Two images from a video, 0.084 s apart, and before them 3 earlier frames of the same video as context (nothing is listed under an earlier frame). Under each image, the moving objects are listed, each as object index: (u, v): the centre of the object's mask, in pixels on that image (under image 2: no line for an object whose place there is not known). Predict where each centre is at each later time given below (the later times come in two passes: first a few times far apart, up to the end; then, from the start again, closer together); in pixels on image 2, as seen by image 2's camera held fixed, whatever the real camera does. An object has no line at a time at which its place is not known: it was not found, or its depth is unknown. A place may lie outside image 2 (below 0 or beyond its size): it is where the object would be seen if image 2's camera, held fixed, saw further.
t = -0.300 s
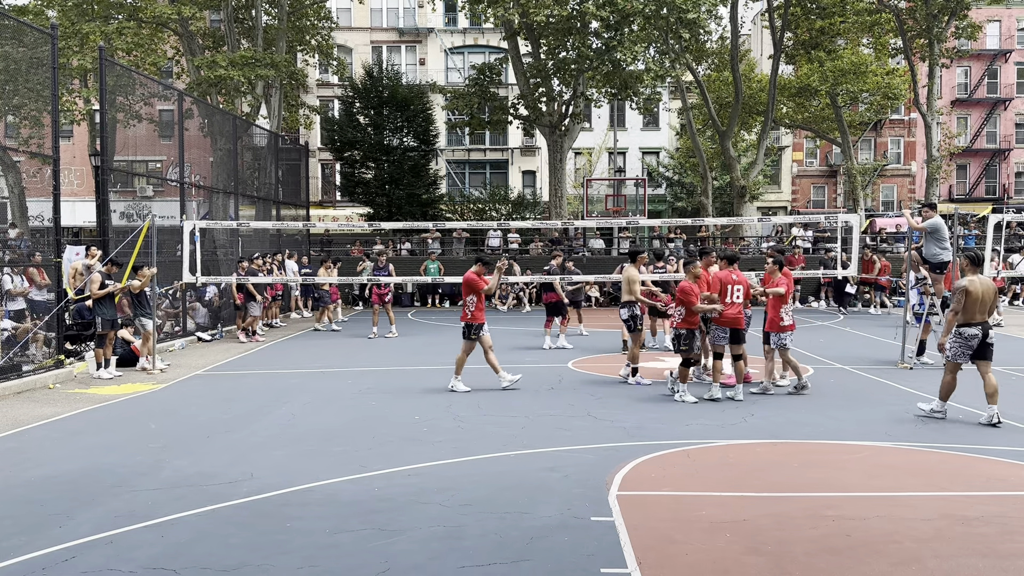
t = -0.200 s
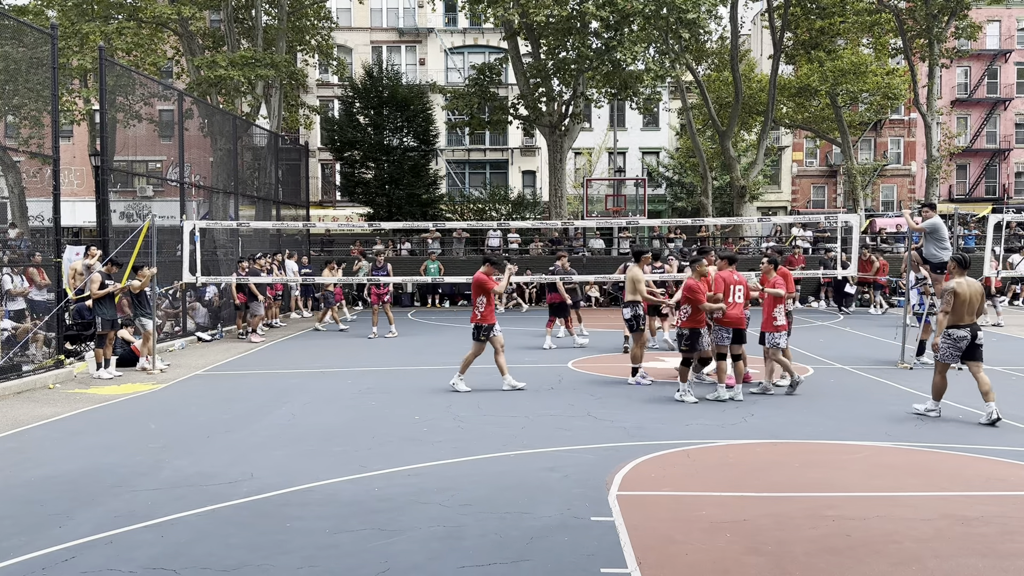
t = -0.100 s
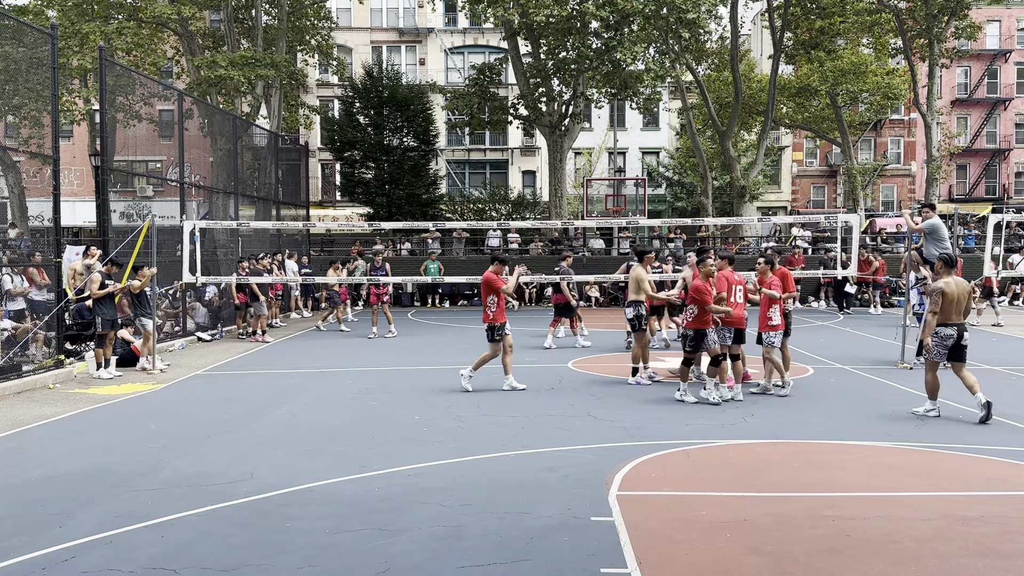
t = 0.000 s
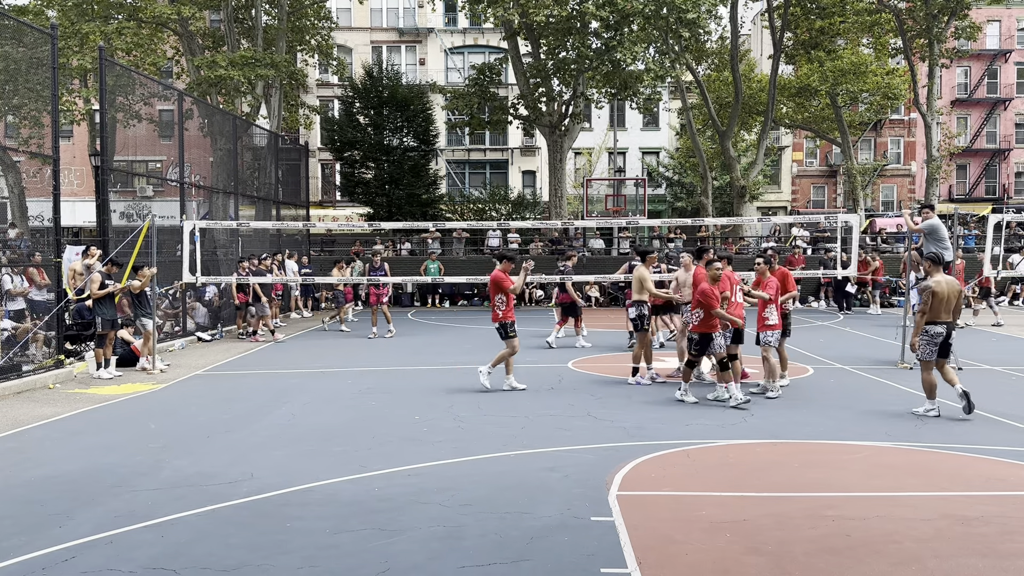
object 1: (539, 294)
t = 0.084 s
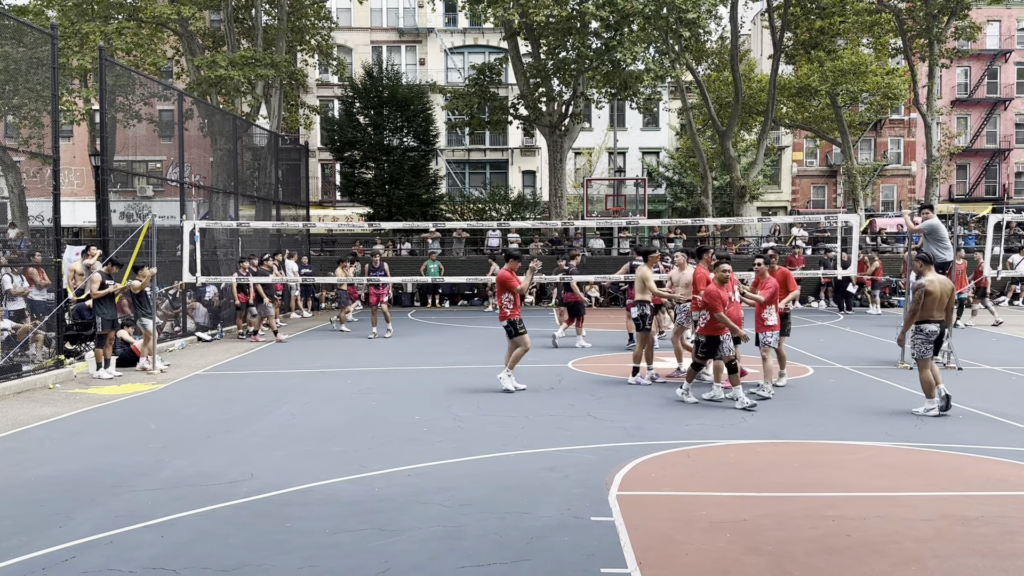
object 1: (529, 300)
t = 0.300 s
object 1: (502, 335)
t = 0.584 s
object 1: (488, 325)
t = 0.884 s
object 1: (479, 339)
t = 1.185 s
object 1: (465, 362)
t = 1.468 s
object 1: (448, 375)
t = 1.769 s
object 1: (423, 391)
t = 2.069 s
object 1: (388, 437)
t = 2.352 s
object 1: (343, 448)
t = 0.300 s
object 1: (502, 335)
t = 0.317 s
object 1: (500, 339)
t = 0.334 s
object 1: (498, 343)
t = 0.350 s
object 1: (495, 347)
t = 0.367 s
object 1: (493, 351)
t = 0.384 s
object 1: (493, 348)
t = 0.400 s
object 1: (493, 345)
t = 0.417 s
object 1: (492, 342)
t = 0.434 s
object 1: (492, 340)
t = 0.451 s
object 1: (491, 338)
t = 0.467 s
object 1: (491, 336)
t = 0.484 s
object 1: (490, 334)
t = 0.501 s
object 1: (490, 332)
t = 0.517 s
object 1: (489, 330)
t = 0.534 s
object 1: (489, 328)
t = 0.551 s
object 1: (489, 327)
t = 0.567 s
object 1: (488, 326)
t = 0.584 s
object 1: (488, 325)
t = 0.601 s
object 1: (487, 324)
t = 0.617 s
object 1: (487, 324)
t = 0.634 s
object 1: (486, 323)
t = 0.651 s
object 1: (486, 323)
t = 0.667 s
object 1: (485, 323)
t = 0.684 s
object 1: (484, 323)
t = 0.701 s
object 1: (484, 323)
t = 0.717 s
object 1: (484, 324)
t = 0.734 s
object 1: (483, 324)
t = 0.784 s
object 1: (482, 327)
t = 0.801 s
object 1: (481, 329)
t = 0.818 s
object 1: (480, 330)
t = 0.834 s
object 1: (480, 332)
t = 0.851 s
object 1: (479, 334)
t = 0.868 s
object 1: (479, 336)
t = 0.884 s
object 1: (479, 339)
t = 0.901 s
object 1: (478, 341)
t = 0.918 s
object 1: (477, 344)
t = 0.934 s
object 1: (477, 347)
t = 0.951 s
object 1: (476, 350)
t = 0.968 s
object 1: (475, 354)
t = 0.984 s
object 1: (475, 358)
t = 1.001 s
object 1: (474, 362)
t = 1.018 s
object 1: (474, 366)
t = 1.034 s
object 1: (473, 371)
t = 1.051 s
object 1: (472, 376)
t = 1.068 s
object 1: (472, 376)
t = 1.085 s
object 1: (471, 373)
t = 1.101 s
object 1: (470, 371)
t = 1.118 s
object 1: (469, 369)
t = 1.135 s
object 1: (468, 367)
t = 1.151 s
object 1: (467, 365)
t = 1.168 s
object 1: (467, 364)
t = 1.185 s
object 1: (465, 362)
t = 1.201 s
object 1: (464, 361)
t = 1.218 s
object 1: (464, 360)
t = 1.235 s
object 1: (462, 360)
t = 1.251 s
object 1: (462, 359)
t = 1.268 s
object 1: (461, 359)
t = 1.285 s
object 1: (460, 359)
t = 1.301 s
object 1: (459, 359)
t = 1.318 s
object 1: (458, 360)
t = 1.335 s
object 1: (457, 360)
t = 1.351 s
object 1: (456, 361)
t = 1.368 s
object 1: (455, 362)
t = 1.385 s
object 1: (454, 364)
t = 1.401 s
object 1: (453, 366)
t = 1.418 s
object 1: (452, 367)
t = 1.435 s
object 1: (451, 370)
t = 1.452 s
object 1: (449, 372)
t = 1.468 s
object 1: (448, 375)
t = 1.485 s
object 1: (447, 378)
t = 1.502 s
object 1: (445, 381)
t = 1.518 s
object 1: (445, 385)
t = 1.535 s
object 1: (444, 389)
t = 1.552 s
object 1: (442, 393)
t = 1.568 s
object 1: (441, 398)
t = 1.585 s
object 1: (440, 403)
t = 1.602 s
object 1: (439, 407)
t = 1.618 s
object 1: (437, 404)
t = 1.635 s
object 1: (435, 402)
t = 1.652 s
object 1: (434, 399)
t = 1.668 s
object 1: (432, 397)
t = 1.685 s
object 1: (430, 396)
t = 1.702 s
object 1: (429, 394)
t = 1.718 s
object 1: (428, 393)
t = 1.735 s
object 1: (426, 392)
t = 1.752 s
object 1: (425, 391)
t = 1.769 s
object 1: (423, 391)
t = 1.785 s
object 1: (421, 391)
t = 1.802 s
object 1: (419, 391)
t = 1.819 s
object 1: (417, 391)
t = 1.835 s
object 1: (416, 392)
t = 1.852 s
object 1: (414, 393)
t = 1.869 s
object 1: (412, 394)
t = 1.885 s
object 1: (411, 396)
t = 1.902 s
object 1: (408, 398)
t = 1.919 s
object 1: (407, 400)
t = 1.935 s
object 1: (404, 402)
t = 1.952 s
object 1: (402, 405)
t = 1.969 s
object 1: (400, 409)
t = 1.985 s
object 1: (399, 412)
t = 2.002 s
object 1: (396, 416)
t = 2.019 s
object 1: (394, 421)
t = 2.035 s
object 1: (392, 426)
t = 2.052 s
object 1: (390, 431)
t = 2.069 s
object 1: (388, 437)
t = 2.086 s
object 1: (385, 442)
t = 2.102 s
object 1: (383, 447)
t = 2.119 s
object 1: (381, 445)
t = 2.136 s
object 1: (378, 443)
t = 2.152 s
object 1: (376, 441)
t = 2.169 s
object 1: (374, 440)
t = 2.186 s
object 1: (371, 439)
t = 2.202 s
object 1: (368, 438)
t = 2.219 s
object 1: (366, 438)
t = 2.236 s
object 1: (363, 437)
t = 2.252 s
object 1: (360, 438)
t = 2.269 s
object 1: (358, 439)
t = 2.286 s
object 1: (355, 440)
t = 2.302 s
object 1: (352, 441)
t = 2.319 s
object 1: (349, 443)
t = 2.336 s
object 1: (346, 445)
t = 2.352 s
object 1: (343, 448)
